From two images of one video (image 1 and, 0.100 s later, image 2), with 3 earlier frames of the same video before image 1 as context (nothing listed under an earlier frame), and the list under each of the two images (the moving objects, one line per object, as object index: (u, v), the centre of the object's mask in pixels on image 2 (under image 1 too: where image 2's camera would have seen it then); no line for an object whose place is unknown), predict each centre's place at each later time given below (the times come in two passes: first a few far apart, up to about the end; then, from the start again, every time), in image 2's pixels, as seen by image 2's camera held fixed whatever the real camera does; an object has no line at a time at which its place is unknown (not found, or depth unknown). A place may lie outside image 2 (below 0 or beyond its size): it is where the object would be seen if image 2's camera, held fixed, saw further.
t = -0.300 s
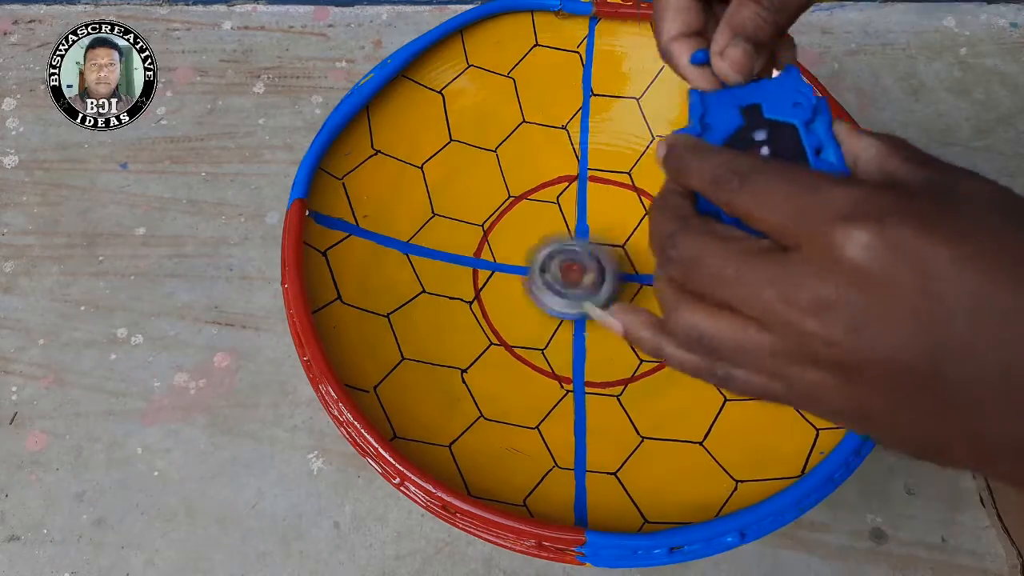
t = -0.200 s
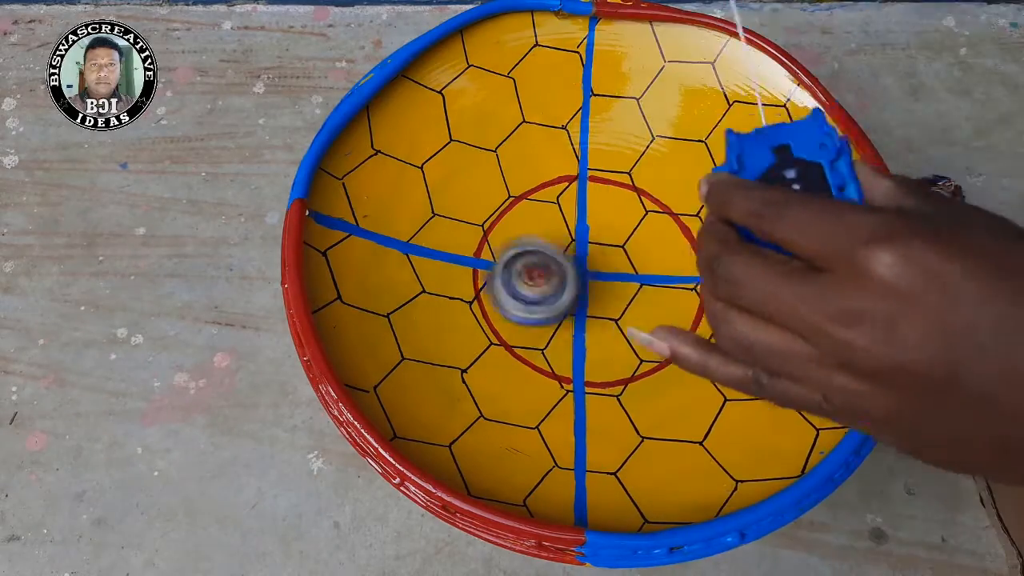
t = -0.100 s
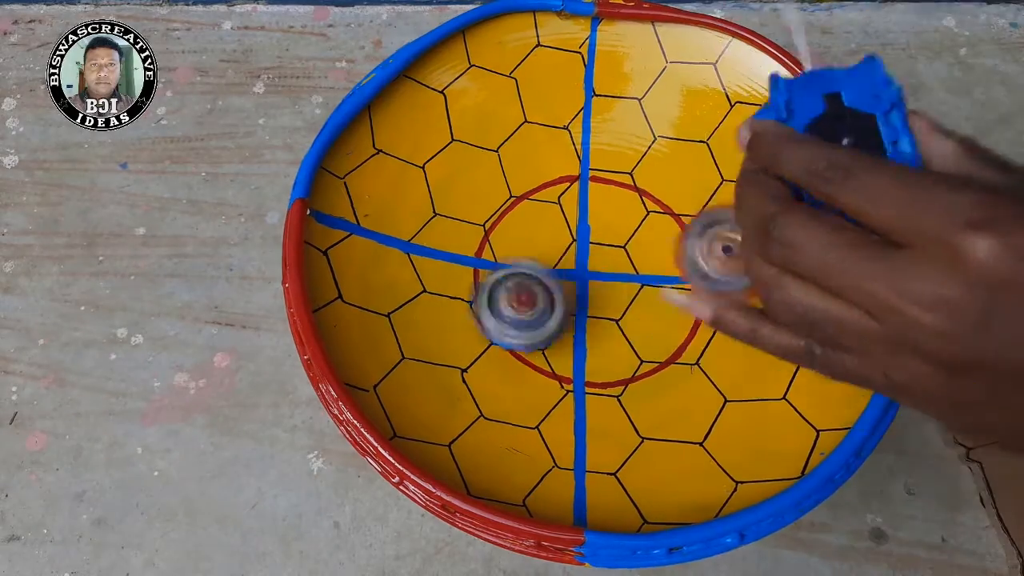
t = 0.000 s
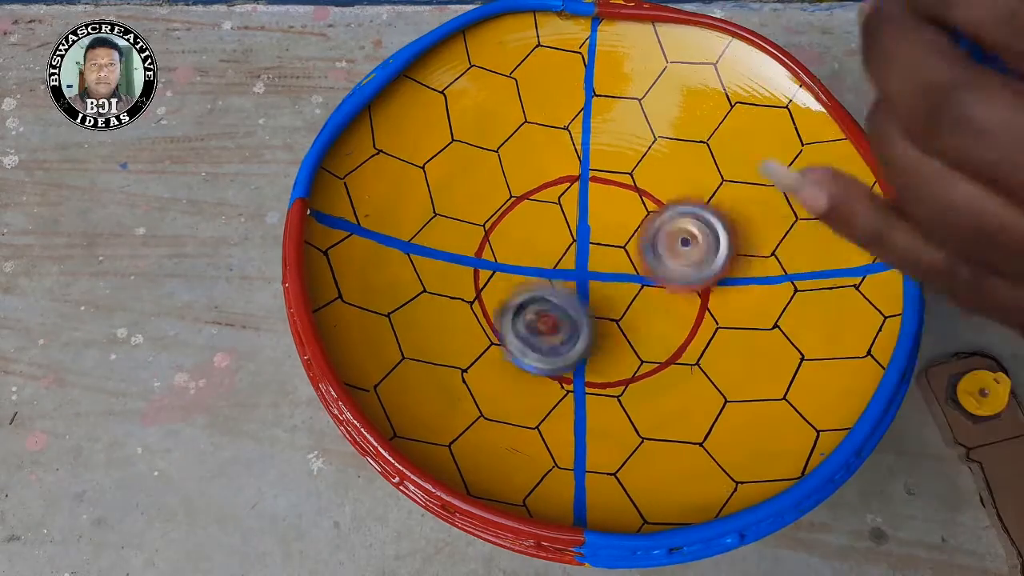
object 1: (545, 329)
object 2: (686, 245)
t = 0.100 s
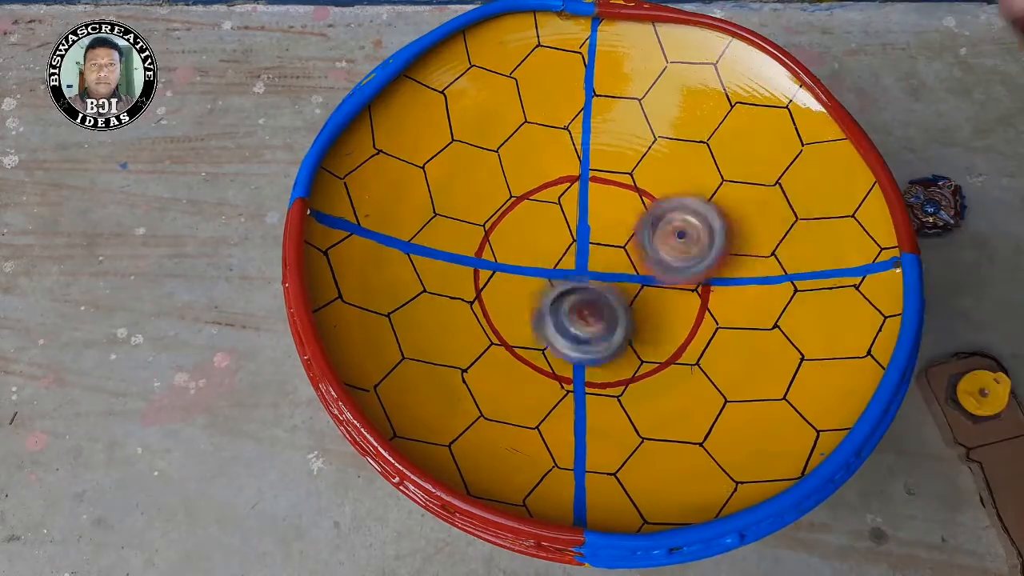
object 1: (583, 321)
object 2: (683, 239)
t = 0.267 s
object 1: (585, 262)
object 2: (755, 209)
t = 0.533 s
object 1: (411, 202)
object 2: (679, 248)
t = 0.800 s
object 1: (464, 385)
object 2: (804, 220)
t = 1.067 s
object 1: (598, 441)
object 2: (602, 177)
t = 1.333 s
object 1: (707, 364)
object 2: (472, 265)
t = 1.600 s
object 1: (637, 209)
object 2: (697, 355)
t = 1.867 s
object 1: (524, 175)
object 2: (632, 167)
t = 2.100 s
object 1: (445, 276)
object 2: (521, 222)
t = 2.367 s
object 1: (574, 348)
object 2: (699, 286)
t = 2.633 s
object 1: (621, 244)
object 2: (638, 148)
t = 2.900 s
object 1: (603, 187)
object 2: (492, 178)
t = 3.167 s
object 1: (557, 189)
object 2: (631, 318)
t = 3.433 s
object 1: (638, 218)
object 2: (747, 219)
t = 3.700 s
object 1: (587, 214)
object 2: (695, 141)
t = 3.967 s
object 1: (476, 289)
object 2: (730, 204)
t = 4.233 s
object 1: (561, 349)
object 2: (732, 286)
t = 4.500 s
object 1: (569, 247)
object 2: (735, 331)
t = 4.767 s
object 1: (522, 173)
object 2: (617, 318)
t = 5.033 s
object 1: (531, 192)
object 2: (517, 335)
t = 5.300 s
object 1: (640, 201)
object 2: (534, 252)
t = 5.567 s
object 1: (708, 197)
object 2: (518, 166)
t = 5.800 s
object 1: (689, 222)
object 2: (579, 188)
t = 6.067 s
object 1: (707, 317)
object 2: (575, 171)
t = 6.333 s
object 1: (660, 350)
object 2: (657, 239)
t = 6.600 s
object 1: (566, 325)
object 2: (708, 233)
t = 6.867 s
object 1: (506, 268)
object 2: (631, 284)
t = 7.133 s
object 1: (513, 206)
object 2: (605, 341)
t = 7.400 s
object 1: (578, 168)
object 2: (596, 291)
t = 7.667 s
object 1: (676, 148)
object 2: (520, 258)
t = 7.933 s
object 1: (729, 178)
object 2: (525, 300)
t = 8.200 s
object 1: (725, 260)
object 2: (593, 249)
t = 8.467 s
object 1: (682, 315)
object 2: (573, 189)
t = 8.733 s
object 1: (581, 297)
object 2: (592, 202)
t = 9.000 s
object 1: (516, 242)
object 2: (667, 210)
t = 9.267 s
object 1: (556, 189)
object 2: (682, 263)
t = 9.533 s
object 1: (635, 194)
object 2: (613, 291)
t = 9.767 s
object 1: (677, 249)
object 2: (557, 255)
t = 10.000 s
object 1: (660, 311)
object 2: (561, 202)
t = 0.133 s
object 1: (592, 310)
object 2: (692, 239)
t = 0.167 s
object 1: (595, 300)
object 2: (707, 239)
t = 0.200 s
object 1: (595, 286)
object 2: (726, 235)
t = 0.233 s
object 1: (592, 275)
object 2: (745, 225)
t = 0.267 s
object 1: (585, 262)
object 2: (755, 209)
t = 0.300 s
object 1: (580, 252)
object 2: (756, 188)
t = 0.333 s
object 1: (574, 240)
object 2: (743, 169)
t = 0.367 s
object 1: (567, 229)
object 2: (716, 159)
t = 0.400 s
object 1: (564, 221)
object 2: (682, 160)
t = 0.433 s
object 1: (555, 212)
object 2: (651, 173)
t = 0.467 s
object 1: (507, 204)
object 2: (655, 192)
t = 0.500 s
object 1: (455, 201)
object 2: (665, 219)
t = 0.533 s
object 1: (411, 202)
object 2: (679, 248)
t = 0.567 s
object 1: (380, 208)
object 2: (700, 273)
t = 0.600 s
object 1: (364, 223)
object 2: (726, 289)
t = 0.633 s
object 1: (358, 248)
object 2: (753, 296)
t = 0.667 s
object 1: (365, 278)
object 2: (778, 293)
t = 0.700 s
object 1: (376, 308)
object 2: (800, 283)
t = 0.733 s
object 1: (394, 336)
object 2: (814, 265)
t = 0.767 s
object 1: (426, 362)
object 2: (816, 243)
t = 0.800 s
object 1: (464, 385)
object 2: (804, 220)
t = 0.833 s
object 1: (497, 394)
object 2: (780, 202)
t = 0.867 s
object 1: (531, 392)
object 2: (745, 192)
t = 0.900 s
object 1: (561, 382)
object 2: (709, 193)
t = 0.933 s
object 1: (585, 367)
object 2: (672, 202)
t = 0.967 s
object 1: (601, 346)
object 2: (640, 221)
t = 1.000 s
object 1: (605, 349)
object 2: (616, 234)
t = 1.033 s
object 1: (600, 396)
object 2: (608, 203)
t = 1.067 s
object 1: (598, 441)
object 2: (602, 177)
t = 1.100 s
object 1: (598, 470)
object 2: (593, 159)
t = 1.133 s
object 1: (605, 468)
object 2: (581, 150)
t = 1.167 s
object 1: (613, 467)
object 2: (563, 151)
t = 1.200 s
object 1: (630, 452)
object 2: (543, 162)
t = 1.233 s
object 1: (652, 437)
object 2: (519, 179)
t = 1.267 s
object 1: (677, 415)
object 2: (493, 203)
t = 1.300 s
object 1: (692, 390)
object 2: (478, 233)
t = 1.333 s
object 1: (707, 364)
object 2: (472, 265)
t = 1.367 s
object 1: (708, 337)
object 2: (477, 299)
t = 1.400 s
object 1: (707, 316)
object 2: (494, 331)
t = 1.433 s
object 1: (700, 291)
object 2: (521, 358)
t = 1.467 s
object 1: (687, 271)
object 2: (555, 380)
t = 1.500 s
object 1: (678, 252)
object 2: (593, 387)
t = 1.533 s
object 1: (661, 235)
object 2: (634, 386)
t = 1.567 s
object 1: (648, 223)
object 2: (671, 376)
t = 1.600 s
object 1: (637, 209)
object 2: (697, 355)
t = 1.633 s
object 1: (622, 199)
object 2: (716, 331)
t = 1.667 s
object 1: (610, 192)
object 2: (725, 302)
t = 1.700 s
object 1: (595, 184)
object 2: (724, 273)
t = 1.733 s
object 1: (580, 179)
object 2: (715, 246)
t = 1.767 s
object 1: (566, 176)
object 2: (699, 218)
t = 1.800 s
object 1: (549, 172)
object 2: (680, 196)
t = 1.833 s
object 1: (538, 175)
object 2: (658, 179)
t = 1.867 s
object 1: (524, 175)
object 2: (632, 167)
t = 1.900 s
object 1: (512, 182)
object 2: (605, 160)
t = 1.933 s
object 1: (476, 190)
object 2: (597, 157)
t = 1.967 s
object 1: (449, 205)
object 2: (584, 158)
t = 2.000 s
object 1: (440, 222)
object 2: (565, 165)
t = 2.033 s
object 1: (436, 239)
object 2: (544, 177)
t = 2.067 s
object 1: (437, 261)
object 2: (528, 197)
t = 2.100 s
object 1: (445, 276)
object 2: (521, 222)
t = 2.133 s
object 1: (449, 296)
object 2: (528, 247)
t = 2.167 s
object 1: (456, 316)
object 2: (545, 269)
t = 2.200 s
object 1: (468, 332)
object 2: (568, 287)
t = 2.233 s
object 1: (490, 343)
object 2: (595, 298)
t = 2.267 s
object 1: (509, 352)
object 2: (622, 305)
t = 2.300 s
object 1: (534, 353)
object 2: (653, 306)
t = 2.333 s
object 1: (555, 355)
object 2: (677, 299)
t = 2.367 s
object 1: (574, 348)
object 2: (699, 286)
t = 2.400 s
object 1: (593, 339)
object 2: (715, 266)
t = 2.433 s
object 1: (607, 325)
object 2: (725, 246)
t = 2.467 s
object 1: (615, 310)
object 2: (726, 222)
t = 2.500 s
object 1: (620, 295)
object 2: (719, 200)
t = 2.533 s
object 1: (624, 280)
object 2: (705, 181)
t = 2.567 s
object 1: (626, 266)
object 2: (685, 167)
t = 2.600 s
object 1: (625, 252)
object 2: (658, 159)
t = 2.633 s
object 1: (621, 244)
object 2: (638, 148)
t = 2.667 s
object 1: (622, 236)
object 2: (619, 140)
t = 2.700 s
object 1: (622, 226)
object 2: (597, 137)
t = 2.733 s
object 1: (619, 226)
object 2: (577, 128)
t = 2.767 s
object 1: (617, 220)
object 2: (556, 128)
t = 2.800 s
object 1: (615, 209)
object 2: (534, 131)
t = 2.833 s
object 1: (612, 201)
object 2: (515, 140)
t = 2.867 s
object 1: (609, 194)
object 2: (501, 156)
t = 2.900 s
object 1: (603, 187)
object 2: (492, 178)
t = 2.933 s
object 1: (593, 182)
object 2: (493, 202)
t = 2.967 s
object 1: (586, 179)
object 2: (501, 229)
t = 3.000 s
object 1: (578, 175)
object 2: (517, 250)
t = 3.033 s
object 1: (570, 173)
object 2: (536, 270)
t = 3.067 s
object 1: (566, 174)
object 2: (556, 287)
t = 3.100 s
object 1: (560, 176)
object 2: (579, 301)
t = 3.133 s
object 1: (556, 183)
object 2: (605, 311)
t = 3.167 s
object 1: (557, 189)
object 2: (631, 318)
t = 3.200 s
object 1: (559, 196)
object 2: (657, 318)
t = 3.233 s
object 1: (565, 204)
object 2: (680, 313)
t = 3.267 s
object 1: (575, 208)
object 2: (702, 306)
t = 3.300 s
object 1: (586, 213)
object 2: (721, 293)
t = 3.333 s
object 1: (603, 217)
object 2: (734, 276)
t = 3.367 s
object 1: (619, 218)
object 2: (744, 257)
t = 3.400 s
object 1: (631, 219)
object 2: (746, 237)
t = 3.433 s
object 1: (638, 218)
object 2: (747, 219)
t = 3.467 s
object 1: (624, 213)
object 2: (768, 206)
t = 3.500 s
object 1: (620, 210)
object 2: (777, 191)
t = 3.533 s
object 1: (610, 208)
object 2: (778, 177)
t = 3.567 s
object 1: (606, 210)
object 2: (773, 162)
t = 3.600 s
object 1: (600, 206)
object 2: (762, 147)
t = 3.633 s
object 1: (595, 210)
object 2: (742, 138)
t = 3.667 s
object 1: (592, 212)
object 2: (718, 135)
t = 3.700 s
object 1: (587, 214)
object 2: (695, 141)
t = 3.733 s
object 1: (584, 219)
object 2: (670, 152)
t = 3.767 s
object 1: (566, 222)
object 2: (662, 165)
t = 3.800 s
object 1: (526, 231)
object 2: (684, 169)
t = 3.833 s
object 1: (498, 242)
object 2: (696, 176)
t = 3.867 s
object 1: (483, 253)
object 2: (708, 184)
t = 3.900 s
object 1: (478, 263)
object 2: (716, 191)
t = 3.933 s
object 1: (478, 275)
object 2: (723, 197)
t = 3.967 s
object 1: (476, 289)
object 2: (730, 204)
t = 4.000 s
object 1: (478, 301)
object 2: (733, 211)
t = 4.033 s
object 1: (481, 313)
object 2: (735, 218)
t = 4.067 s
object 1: (487, 324)
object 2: (737, 228)
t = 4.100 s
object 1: (500, 334)
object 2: (737, 238)
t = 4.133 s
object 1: (514, 344)
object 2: (736, 250)
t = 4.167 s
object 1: (530, 349)
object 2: (735, 261)
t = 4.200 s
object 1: (546, 350)
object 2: (734, 274)
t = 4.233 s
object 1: (561, 349)
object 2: (732, 286)
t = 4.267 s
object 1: (575, 343)
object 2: (730, 298)
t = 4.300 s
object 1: (589, 335)
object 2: (728, 305)
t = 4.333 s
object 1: (600, 325)
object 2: (724, 313)
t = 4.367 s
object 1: (608, 312)
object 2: (720, 317)
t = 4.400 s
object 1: (597, 291)
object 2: (726, 325)
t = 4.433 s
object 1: (587, 273)
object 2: (733, 329)
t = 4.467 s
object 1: (578, 260)
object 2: (737, 332)
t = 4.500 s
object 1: (569, 247)
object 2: (735, 331)
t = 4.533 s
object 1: (563, 236)
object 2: (732, 328)
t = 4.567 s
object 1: (559, 227)
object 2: (723, 323)
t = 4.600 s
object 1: (553, 215)
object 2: (708, 320)
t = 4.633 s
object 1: (548, 203)
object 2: (691, 317)
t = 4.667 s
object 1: (541, 192)
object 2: (672, 316)
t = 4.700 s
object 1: (533, 184)
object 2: (653, 316)
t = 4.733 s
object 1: (527, 178)
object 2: (635, 318)
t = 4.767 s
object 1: (522, 173)
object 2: (617, 318)
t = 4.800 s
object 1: (517, 169)
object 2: (597, 320)
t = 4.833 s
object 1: (512, 165)
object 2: (579, 322)
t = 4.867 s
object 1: (508, 165)
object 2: (562, 324)
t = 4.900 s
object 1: (505, 167)
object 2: (546, 325)
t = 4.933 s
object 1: (507, 173)
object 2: (534, 327)
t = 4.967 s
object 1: (512, 181)
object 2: (526, 330)
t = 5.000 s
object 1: (522, 187)
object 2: (518, 333)
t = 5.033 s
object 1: (531, 192)
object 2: (517, 335)
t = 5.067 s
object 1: (543, 198)
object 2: (520, 332)
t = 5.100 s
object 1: (555, 201)
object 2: (523, 329)
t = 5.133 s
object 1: (570, 203)
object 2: (529, 323)
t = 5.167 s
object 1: (586, 203)
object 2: (534, 312)
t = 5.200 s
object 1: (599, 202)
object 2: (535, 299)
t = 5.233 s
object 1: (610, 203)
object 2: (535, 283)
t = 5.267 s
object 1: (626, 203)
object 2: (536, 268)
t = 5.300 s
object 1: (640, 201)
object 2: (534, 252)
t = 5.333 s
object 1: (650, 201)
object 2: (532, 238)
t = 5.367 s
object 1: (661, 203)
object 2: (531, 225)
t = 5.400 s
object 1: (674, 203)
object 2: (530, 212)
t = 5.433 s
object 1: (683, 202)
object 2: (526, 199)
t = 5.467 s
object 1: (690, 202)
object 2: (524, 188)
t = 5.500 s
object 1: (698, 201)
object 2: (522, 177)
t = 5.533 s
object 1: (704, 198)
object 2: (519, 169)
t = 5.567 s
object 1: (708, 197)
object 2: (518, 166)
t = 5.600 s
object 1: (713, 199)
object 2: (520, 167)
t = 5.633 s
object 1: (711, 197)
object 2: (524, 168)
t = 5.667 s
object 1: (707, 197)
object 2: (528, 172)
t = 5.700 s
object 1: (706, 201)
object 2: (538, 177)
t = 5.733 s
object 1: (702, 205)
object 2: (550, 182)
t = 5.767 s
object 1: (694, 213)
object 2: (564, 186)
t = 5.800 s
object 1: (689, 222)
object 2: (579, 188)
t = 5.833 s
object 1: (689, 234)
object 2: (591, 186)
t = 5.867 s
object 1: (700, 256)
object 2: (587, 176)
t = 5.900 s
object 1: (701, 268)
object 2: (585, 168)
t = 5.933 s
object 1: (706, 281)
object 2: (583, 163)
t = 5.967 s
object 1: (705, 291)
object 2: (580, 161)
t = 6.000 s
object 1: (708, 300)
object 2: (577, 163)
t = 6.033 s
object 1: (708, 309)
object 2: (577, 165)
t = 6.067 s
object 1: (707, 317)
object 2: (575, 171)
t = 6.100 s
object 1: (708, 326)
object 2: (581, 181)
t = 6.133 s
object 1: (703, 334)
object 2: (584, 190)
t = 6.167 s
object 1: (702, 340)
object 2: (592, 198)
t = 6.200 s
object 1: (697, 345)
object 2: (604, 208)
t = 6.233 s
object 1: (689, 347)
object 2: (617, 216)
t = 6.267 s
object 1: (682, 349)
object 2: (632, 224)
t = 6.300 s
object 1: (672, 352)
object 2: (644, 231)
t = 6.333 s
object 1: (660, 350)
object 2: (657, 239)
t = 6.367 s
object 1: (651, 348)
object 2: (672, 244)
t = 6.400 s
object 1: (640, 348)
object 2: (686, 246)
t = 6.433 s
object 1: (627, 345)
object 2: (697, 246)
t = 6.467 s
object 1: (616, 342)
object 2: (706, 243)
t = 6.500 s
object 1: (605, 339)
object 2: (711, 241)
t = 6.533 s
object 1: (592, 335)
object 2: (713, 238)
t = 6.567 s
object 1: (578, 330)
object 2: (713, 235)
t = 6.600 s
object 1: (566, 325)
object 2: (708, 233)
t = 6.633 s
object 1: (557, 319)
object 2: (700, 232)
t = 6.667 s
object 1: (547, 315)
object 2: (688, 235)
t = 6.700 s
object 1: (536, 306)
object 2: (677, 241)
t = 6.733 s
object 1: (529, 298)
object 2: (667, 247)
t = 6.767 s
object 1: (522, 291)
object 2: (657, 256)
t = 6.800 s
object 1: (516, 285)
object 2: (648, 265)
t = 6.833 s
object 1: (510, 277)
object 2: (639, 275)
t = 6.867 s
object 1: (506, 268)
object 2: (631, 284)
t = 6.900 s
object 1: (503, 259)
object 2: (623, 295)
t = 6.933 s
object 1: (502, 251)
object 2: (617, 305)
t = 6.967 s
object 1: (501, 244)
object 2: (612, 314)
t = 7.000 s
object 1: (500, 236)
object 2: (608, 322)
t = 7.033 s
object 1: (501, 227)
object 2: (605, 328)
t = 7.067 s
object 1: (503, 220)
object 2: (604, 334)
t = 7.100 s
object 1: (508, 212)
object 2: (605, 339)
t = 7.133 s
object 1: (513, 206)
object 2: (605, 341)
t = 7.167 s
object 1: (519, 200)
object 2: (605, 341)
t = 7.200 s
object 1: (524, 194)
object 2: (605, 339)
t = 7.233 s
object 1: (532, 188)
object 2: (608, 334)
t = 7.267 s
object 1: (540, 182)
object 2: (608, 327)
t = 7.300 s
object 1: (548, 177)
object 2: (605, 319)
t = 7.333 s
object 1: (558, 173)
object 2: (606, 310)
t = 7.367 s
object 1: (567, 171)
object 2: (601, 299)
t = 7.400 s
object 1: (578, 168)
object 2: (596, 291)
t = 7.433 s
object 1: (587, 168)
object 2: (592, 281)
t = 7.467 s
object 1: (596, 167)
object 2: (585, 269)
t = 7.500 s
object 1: (605, 167)
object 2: (579, 260)
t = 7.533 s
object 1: (614, 167)
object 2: (573, 250)
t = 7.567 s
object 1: (634, 159)
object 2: (558, 250)
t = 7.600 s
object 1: (655, 153)
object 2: (543, 253)
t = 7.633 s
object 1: (668, 150)
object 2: (531, 255)
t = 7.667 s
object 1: (676, 148)
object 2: (520, 258)
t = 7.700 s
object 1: (684, 146)
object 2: (507, 264)
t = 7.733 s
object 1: (692, 145)
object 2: (501, 269)
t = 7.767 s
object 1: (701, 146)
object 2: (493, 277)
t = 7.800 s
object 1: (708, 150)
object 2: (492, 284)
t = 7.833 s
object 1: (715, 155)
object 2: (496, 291)
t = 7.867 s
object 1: (721, 162)
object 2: (502, 297)
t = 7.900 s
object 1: (726, 169)
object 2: (515, 302)
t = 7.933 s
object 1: (729, 178)
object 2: (525, 300)
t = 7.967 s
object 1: (730, 188)
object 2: (540, 298)
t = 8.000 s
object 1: (730, 197)
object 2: (552, 292)
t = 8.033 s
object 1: (729, 209)
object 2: (562, 288)
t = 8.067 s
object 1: (725, 221)
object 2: (572, 281)
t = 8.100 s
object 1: (722, 231)
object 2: (583, 273)
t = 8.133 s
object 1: (718, 242)
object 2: (595, 267)
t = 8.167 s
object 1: (712, 252)
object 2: (607, 261)
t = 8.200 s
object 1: (725, 260)
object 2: (593, 249)
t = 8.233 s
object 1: (739, 269)
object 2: (583, 238)
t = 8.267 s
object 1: (741, 280)
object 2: (581, 226)
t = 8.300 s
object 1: (733, 287)
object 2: (579, 221)
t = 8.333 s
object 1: (724, 296)
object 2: (577, 211)
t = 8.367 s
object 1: (716, 302)
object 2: (576, 205)
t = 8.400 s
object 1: (703, 307)
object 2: (576, 197)
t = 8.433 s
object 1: (695, 313)
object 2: (573, 193)
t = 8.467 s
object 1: (682, 315)
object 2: (573, 189)
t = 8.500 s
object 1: (669, 318)
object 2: (569, 185)
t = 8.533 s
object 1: (656, 318)
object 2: (570, 185)
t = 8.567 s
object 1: (641, 317)
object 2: (571, 185)
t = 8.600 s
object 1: (630, 316)
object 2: (571, 185)
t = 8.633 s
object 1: (615, 312)
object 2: (575, 189)
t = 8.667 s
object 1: (604, 309)
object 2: (580, 195)
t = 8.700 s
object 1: (593, 303)
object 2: (586, 198)
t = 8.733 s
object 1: (581, 297)
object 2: (592, 202)
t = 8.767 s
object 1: (570, 289)
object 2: (602, 207)
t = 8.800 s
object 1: (551, 288)
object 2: (619, 205)
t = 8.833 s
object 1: (538, 288)
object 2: (632, 205)
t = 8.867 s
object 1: (530, 279)
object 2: (636, 207)
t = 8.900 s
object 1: (525, 272)
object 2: (640, 201)
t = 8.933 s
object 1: (521, 261)
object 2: (651, 203)
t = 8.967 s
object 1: (520, 253)
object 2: (659, 206)
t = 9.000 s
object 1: (516, 242)
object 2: (667, 210)
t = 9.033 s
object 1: (519, 233)
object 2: (673, 213)
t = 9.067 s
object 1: (519, 225)
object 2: (679, 220)
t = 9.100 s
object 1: (524, 218)
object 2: (684, 227)
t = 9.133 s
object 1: (527, 210)
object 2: (687, 234)
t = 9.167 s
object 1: (533, 202)
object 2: (687, 242)
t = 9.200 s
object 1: (538, 197)
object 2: (688, 249)
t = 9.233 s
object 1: (547, 192)
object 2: (685, 258)
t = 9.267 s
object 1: (556, 189)
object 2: (682, 263)
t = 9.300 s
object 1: (565, 185)
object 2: (678, 271)
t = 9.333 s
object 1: (575, 183)
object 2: (671, 277)
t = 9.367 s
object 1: (584, 182)
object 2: (663, 282)
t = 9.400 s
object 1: (595, 182)
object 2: (654, 286)
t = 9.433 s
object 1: (605, 185)
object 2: (646, 289)
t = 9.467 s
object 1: (616, 187)
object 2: (635, 291)
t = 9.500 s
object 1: (625, 190)
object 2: (624, 292)
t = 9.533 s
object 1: (635, 194)
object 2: (613, 291)
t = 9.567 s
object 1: (643, 200)
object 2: (605, 289)
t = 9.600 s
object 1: (652, 206)
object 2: (596, 286)
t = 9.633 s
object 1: (660, 215)
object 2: (586, 281)
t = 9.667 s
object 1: (665, 221)
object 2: (576, 276)
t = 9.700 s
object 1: (671, 230)
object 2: (568, 268)
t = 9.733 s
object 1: (675, 238)
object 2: (562, 262)
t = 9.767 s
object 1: (677, 249)
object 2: (557, 255)
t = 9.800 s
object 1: (679, 259)
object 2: (555, 247)
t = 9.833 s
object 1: (681, 268)
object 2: (553, 239)
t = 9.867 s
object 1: (678, 276)
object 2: (553, 231)
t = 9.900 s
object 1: (676, 286)
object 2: (553, 225)
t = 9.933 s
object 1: (670, 295)
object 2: (554, 216)
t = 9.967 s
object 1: (665, 302)
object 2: (557, 208)
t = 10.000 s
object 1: (660, 311)
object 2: (561, 202)
